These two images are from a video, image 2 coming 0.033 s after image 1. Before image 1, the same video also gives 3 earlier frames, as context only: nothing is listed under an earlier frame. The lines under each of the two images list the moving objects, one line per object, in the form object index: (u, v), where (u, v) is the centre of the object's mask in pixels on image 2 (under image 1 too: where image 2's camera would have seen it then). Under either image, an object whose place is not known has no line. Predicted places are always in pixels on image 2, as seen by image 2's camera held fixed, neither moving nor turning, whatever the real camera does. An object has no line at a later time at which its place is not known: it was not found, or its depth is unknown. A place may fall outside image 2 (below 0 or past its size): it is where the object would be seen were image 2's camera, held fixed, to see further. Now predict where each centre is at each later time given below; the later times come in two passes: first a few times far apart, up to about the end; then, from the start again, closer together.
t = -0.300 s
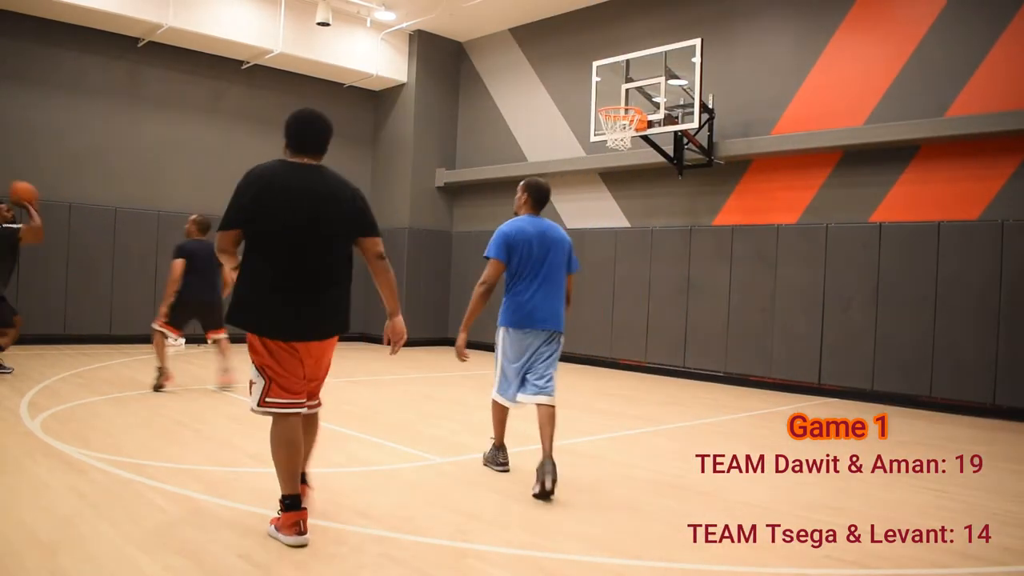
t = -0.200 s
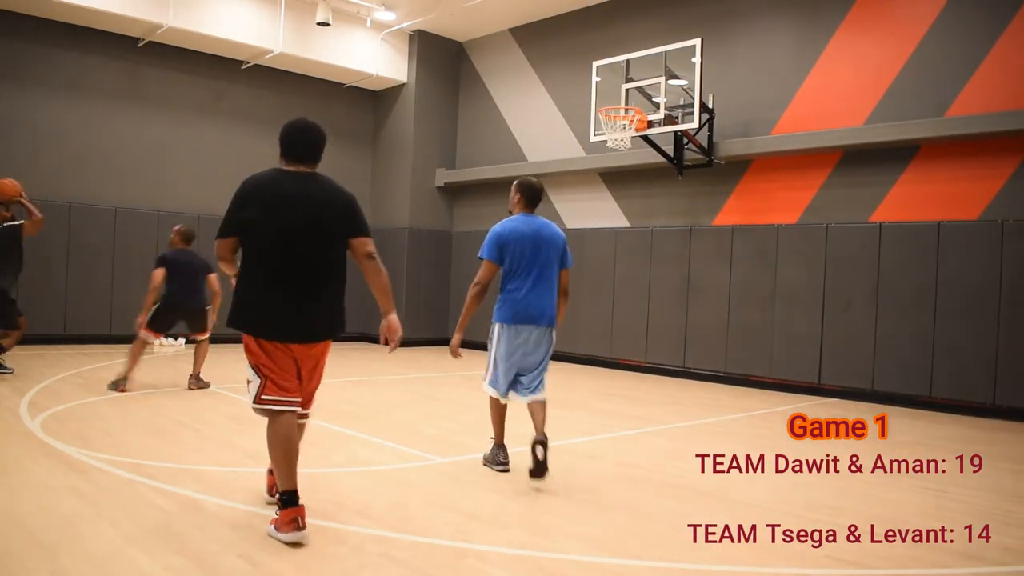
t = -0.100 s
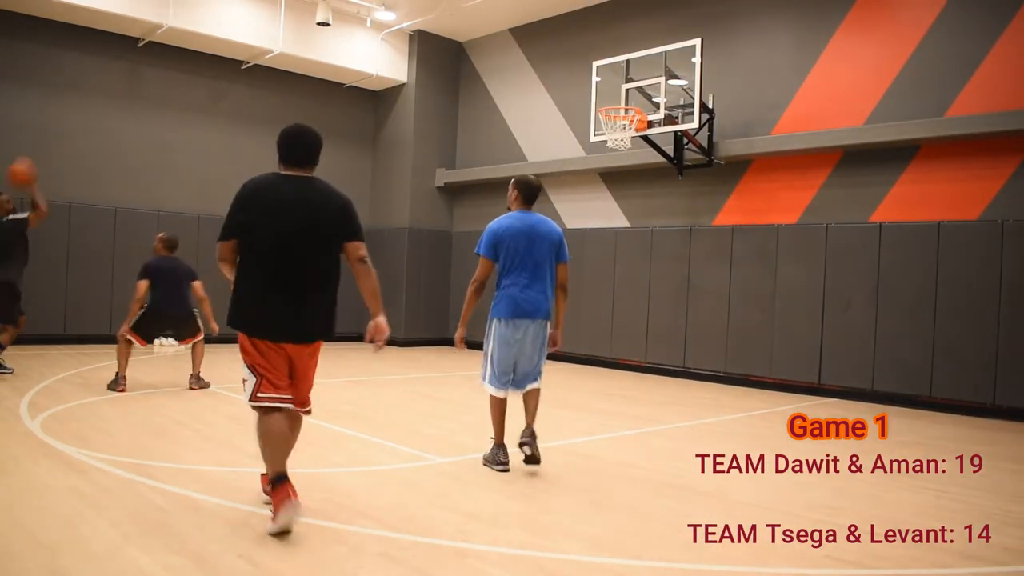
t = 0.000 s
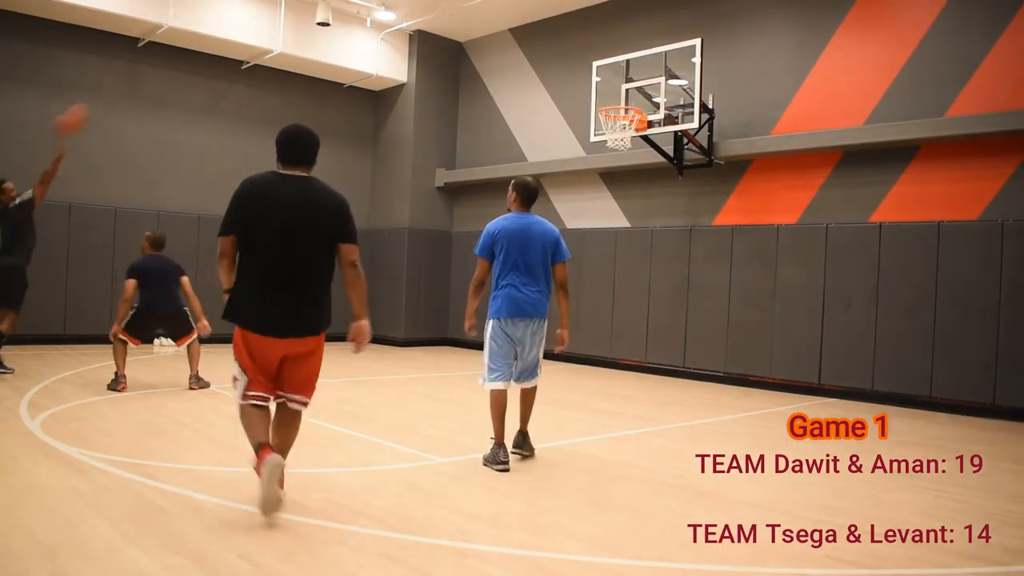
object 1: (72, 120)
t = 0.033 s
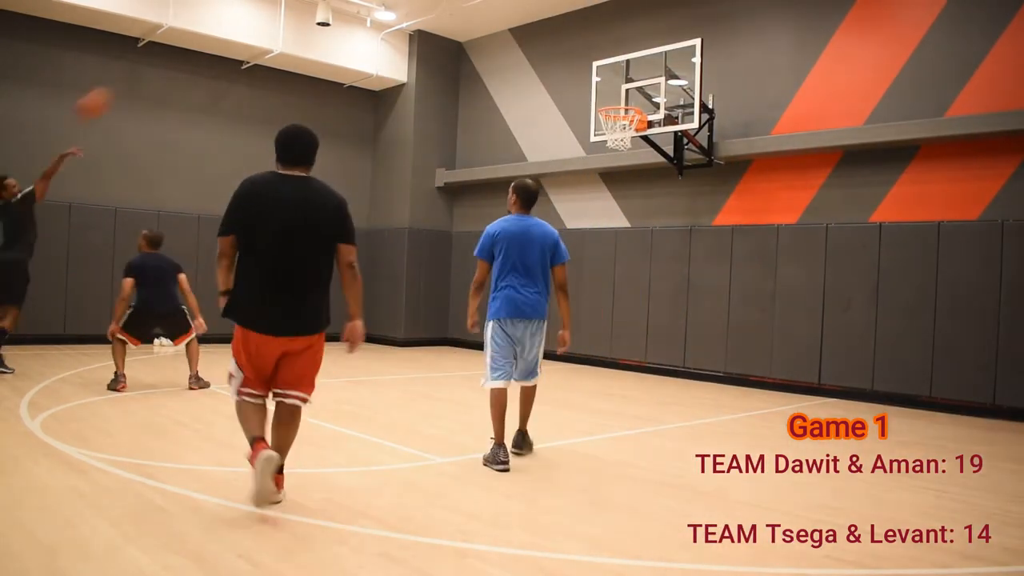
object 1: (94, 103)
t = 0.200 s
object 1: (201, 41)
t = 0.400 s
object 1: (323, 5)
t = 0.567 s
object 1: (420, 5)
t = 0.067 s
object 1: (116, 88)
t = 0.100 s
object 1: (138, 74)
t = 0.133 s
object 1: (159, 61)
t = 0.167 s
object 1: (179, 52)
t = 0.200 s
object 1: (201, 41)
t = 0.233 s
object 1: (222, 30)
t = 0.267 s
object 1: (243, 21)
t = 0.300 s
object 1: (265, 14)
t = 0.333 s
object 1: (284, 8)
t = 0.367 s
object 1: (305, 6)
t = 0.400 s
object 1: (323, 5)
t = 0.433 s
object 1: (343, 4)
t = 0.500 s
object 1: (401, 4)
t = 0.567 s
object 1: (420, 5)
